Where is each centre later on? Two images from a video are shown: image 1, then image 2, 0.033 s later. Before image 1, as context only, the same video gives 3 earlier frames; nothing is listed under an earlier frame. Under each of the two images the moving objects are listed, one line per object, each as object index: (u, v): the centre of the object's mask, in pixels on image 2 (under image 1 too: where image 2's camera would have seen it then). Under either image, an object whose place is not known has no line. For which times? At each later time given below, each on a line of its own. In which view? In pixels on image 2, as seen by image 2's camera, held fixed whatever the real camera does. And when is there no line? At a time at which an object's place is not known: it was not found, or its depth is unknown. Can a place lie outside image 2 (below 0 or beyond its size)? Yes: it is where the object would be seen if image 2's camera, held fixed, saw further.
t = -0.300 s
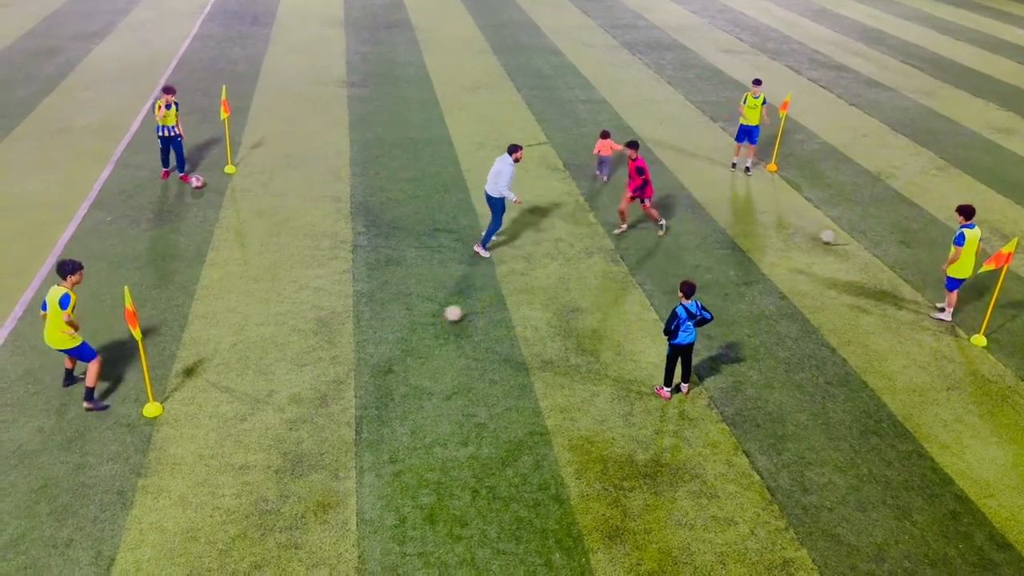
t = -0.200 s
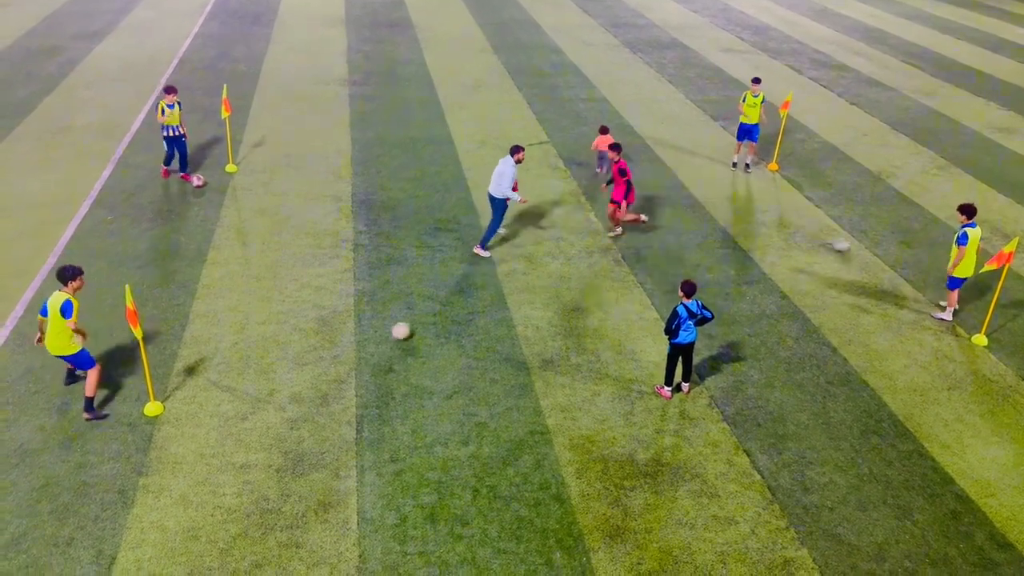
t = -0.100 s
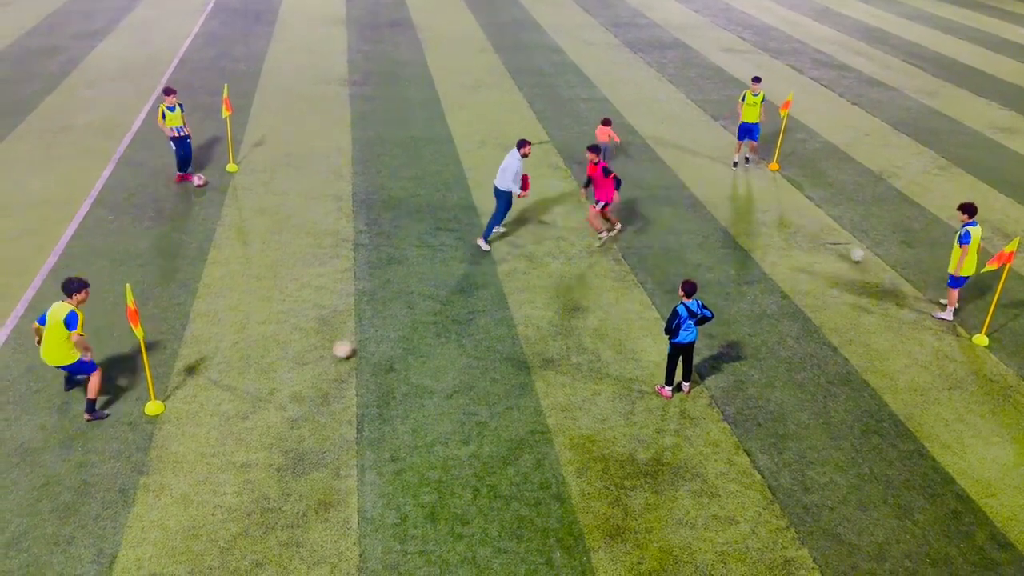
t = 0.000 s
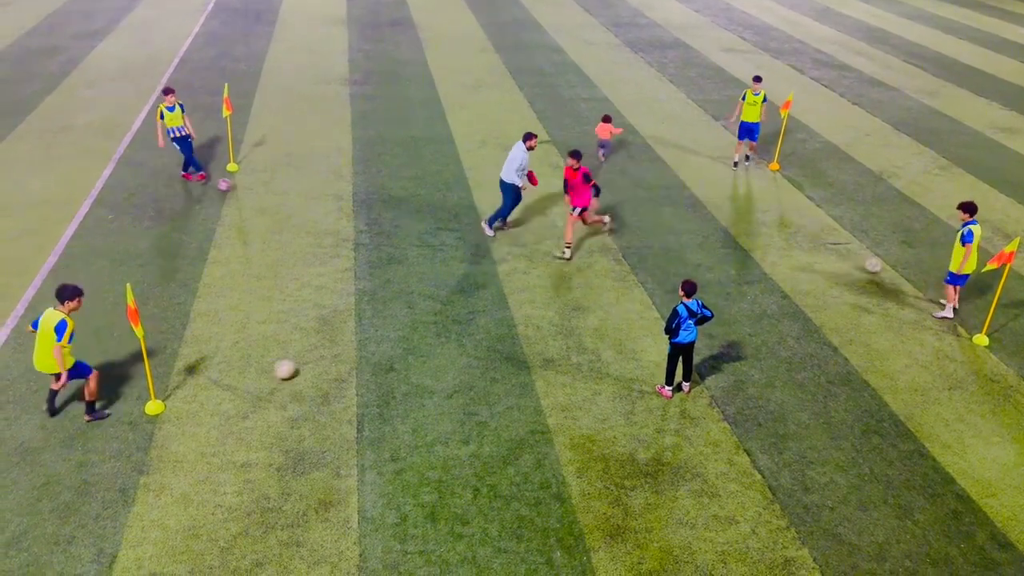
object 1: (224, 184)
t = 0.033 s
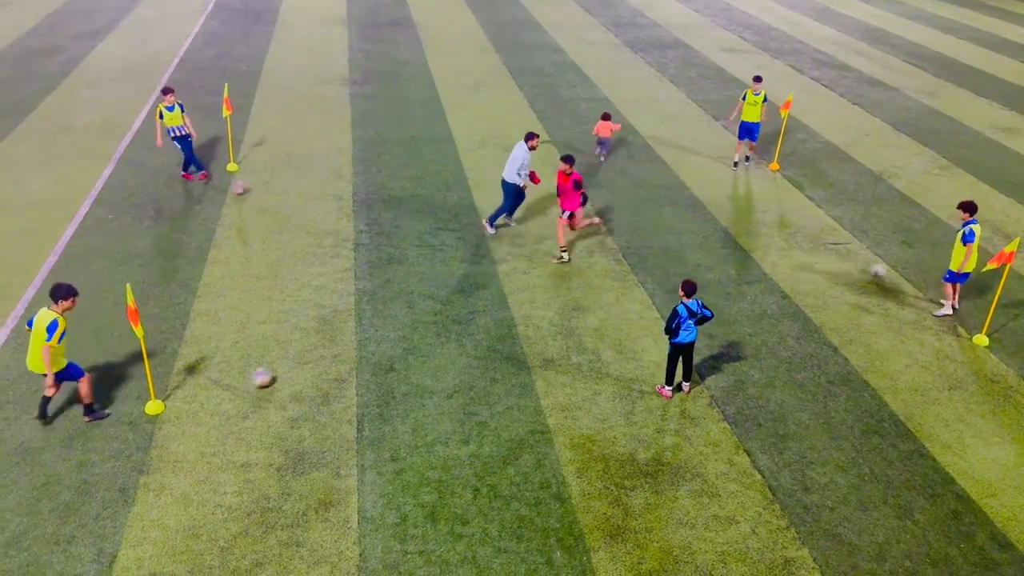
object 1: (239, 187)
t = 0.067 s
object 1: (249, 190)
